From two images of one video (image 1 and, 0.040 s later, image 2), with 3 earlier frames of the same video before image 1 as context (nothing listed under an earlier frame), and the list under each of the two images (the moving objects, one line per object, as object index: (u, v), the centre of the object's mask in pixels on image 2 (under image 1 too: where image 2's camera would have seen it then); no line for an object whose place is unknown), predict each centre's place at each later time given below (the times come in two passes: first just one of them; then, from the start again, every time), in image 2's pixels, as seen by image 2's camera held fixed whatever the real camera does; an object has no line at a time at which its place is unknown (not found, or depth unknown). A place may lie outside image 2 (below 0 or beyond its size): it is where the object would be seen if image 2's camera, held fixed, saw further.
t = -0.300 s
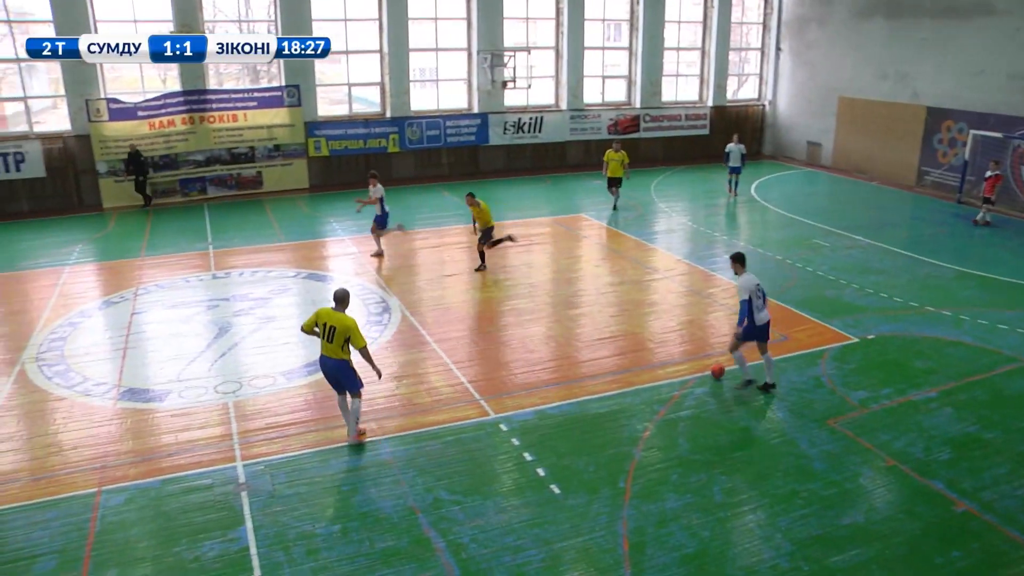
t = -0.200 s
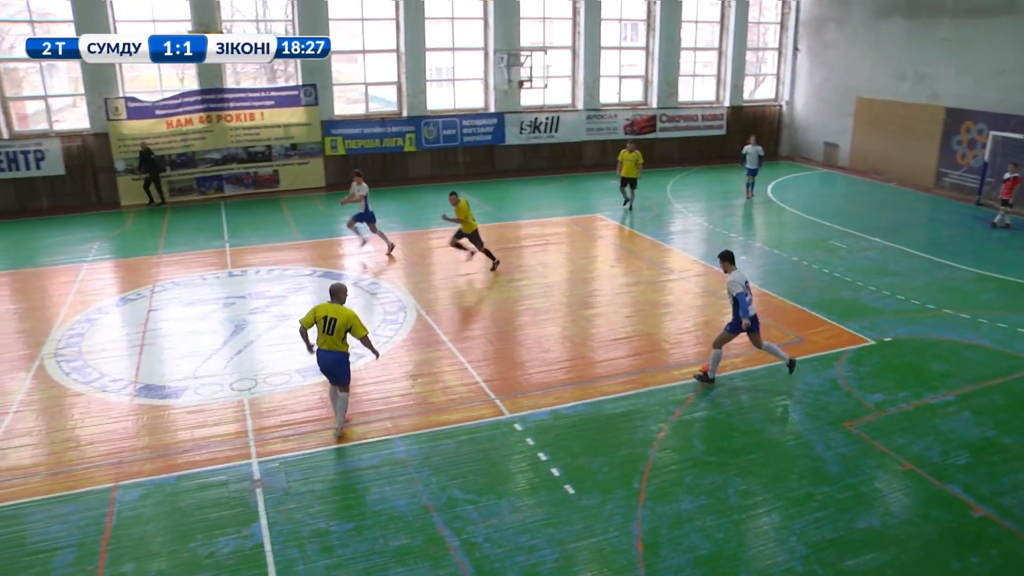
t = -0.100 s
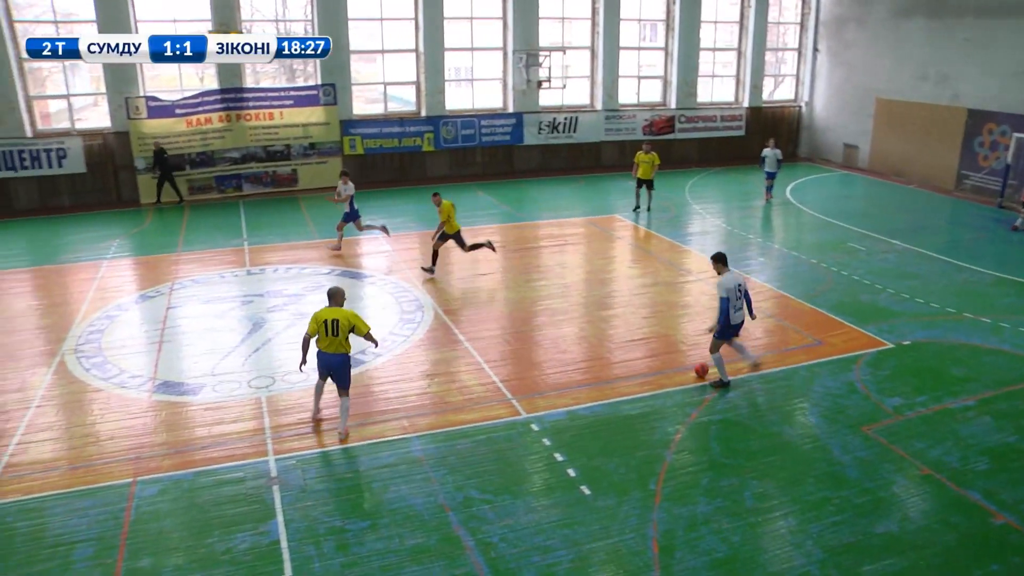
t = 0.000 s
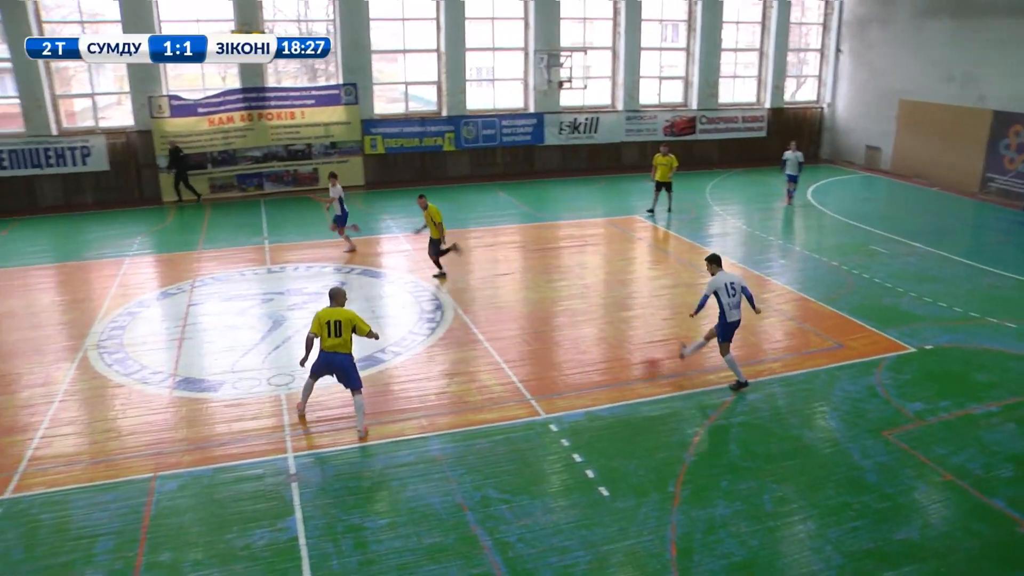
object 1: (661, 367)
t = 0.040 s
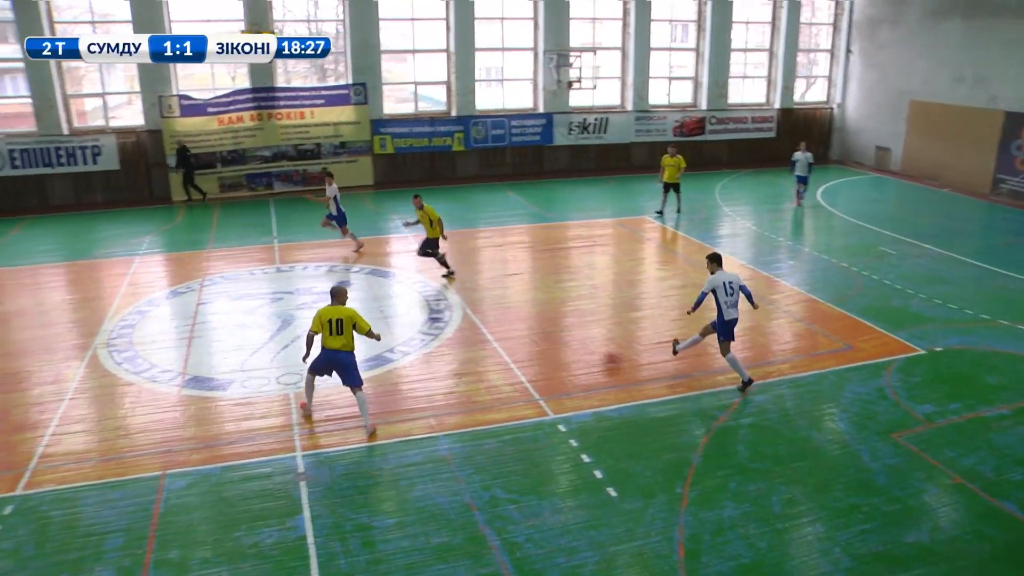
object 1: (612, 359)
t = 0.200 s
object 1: (440, 337)
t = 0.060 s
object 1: (588, 356)
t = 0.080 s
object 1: (565, 353)
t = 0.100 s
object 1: (542, 351)
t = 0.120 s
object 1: (520, 348)
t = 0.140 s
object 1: (500, 344)
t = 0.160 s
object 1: (480, 341)
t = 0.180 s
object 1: (459, 340)
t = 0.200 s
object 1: (440, 337)
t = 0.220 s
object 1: (421, 335)
